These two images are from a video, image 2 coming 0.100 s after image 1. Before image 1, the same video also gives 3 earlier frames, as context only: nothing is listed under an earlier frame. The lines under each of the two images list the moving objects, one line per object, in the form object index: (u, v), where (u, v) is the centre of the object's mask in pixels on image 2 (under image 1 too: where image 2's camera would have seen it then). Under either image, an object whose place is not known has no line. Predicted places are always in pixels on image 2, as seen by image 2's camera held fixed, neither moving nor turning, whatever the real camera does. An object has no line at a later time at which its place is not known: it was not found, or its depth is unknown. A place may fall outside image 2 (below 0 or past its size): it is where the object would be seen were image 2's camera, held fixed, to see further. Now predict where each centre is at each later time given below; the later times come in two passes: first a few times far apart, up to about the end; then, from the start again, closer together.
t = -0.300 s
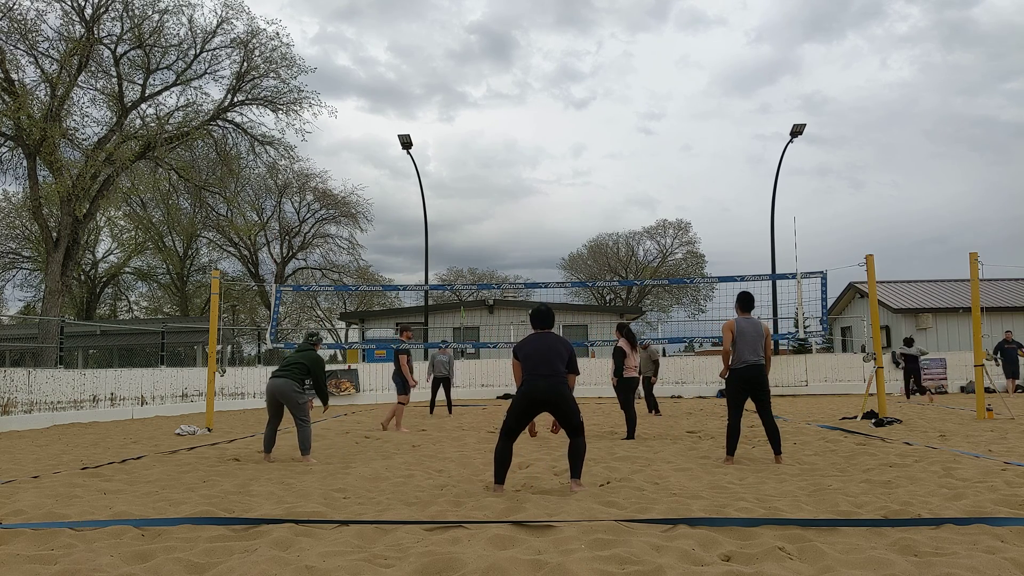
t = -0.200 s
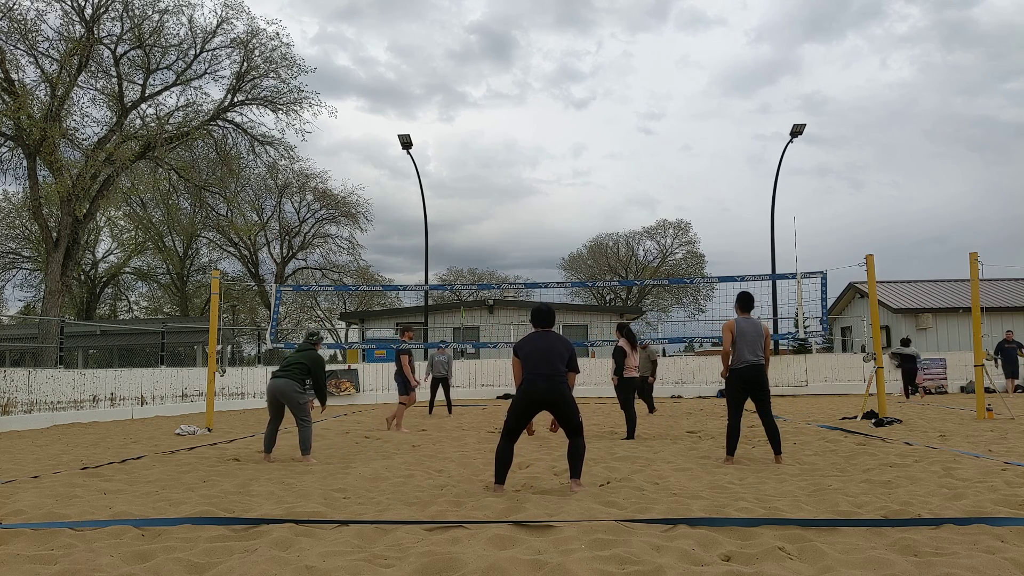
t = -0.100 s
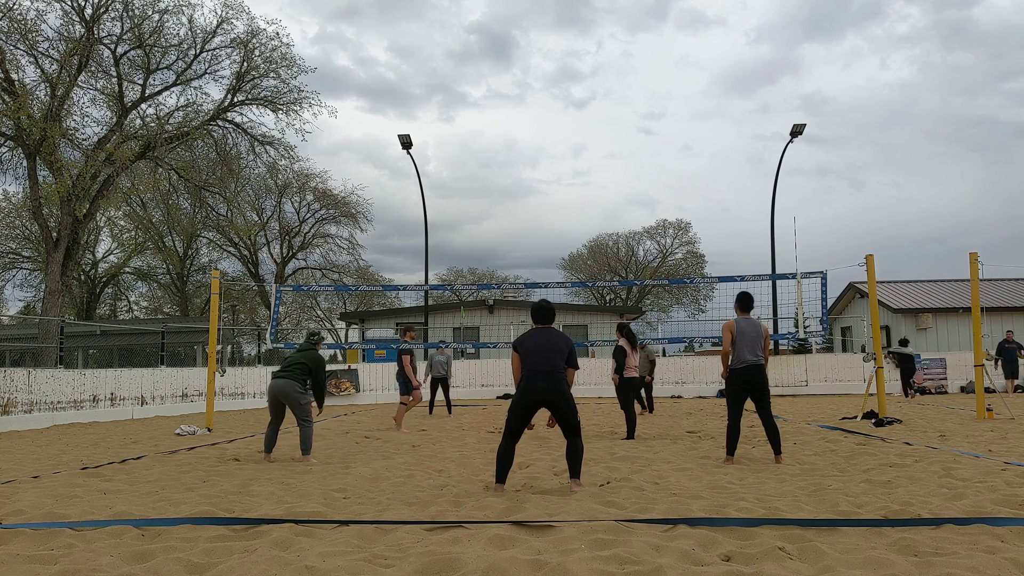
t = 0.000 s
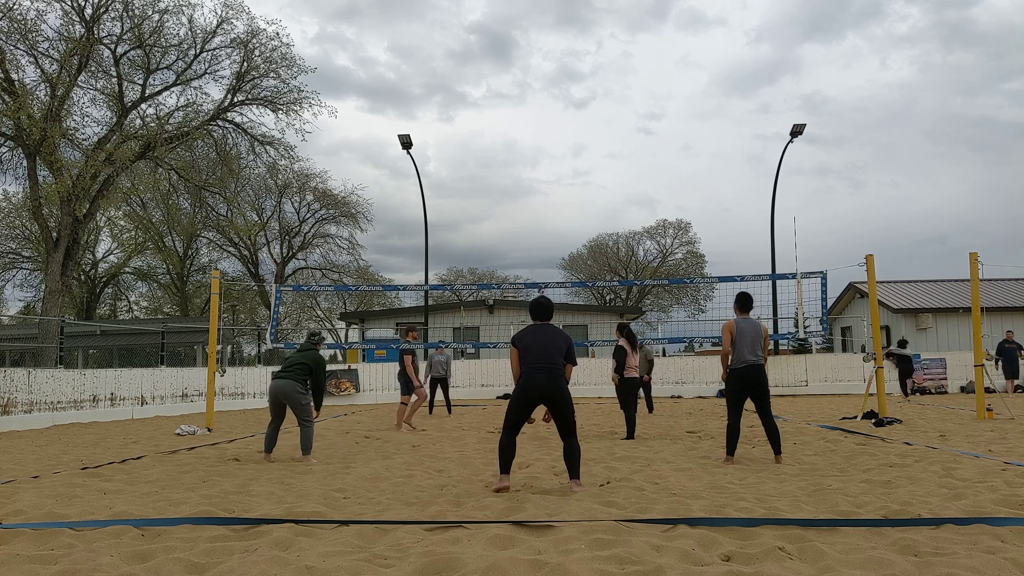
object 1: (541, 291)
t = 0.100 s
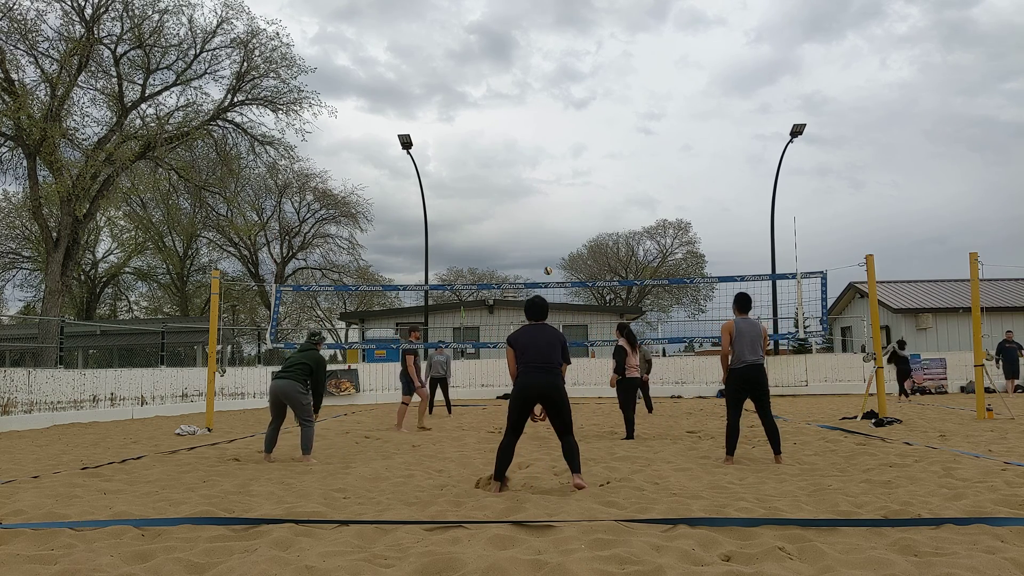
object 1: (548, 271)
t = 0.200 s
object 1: (555, 254)
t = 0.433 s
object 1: (574, 226)
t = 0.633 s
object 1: (594, 220)
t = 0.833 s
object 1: (619, 237)
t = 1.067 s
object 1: (660, 296)
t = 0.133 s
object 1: (550, 265)
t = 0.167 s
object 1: (552, 260)
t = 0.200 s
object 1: (555, 254)
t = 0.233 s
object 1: (557, 249)
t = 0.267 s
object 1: (560, 244)
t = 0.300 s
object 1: (562, 240)
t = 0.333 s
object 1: (565, 236)
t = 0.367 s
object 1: (568, 233)
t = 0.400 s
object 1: (571, 229)
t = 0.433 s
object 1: (574, 226)
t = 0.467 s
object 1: (577, 224)
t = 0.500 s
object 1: (580, 222)
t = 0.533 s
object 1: (583, 221)
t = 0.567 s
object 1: (587, 220)
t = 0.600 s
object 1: (590, 220)
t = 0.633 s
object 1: (594, 220)
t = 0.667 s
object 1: (597, 221)
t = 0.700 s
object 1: (601, 223)
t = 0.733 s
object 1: (605, 226)
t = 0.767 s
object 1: (610, 229)
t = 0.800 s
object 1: (614, 233)
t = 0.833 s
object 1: (619, 237)
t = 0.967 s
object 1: (641, 265)
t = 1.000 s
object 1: (647, 274)
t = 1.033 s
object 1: (653, 285)
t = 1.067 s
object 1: (660, 296)
